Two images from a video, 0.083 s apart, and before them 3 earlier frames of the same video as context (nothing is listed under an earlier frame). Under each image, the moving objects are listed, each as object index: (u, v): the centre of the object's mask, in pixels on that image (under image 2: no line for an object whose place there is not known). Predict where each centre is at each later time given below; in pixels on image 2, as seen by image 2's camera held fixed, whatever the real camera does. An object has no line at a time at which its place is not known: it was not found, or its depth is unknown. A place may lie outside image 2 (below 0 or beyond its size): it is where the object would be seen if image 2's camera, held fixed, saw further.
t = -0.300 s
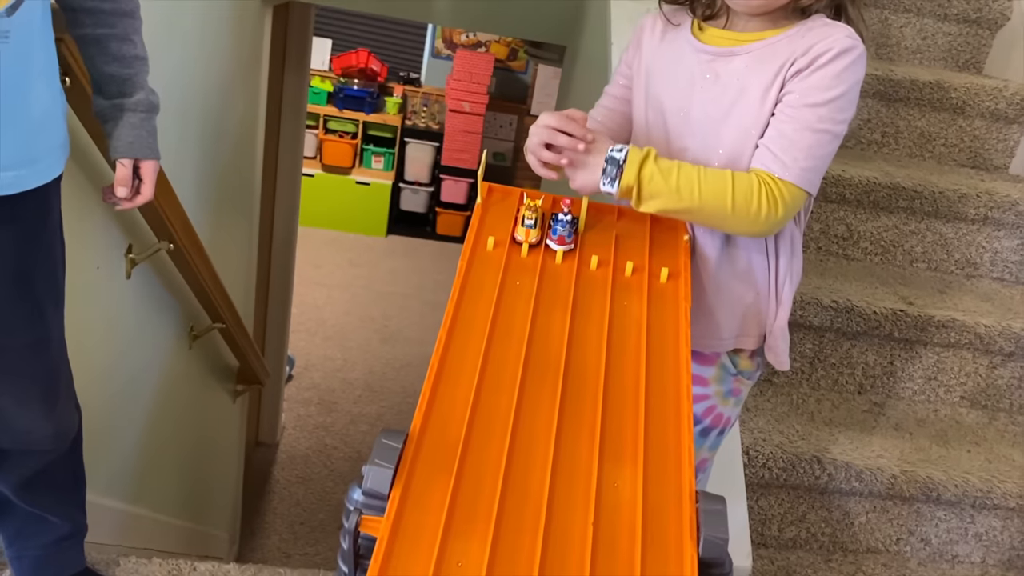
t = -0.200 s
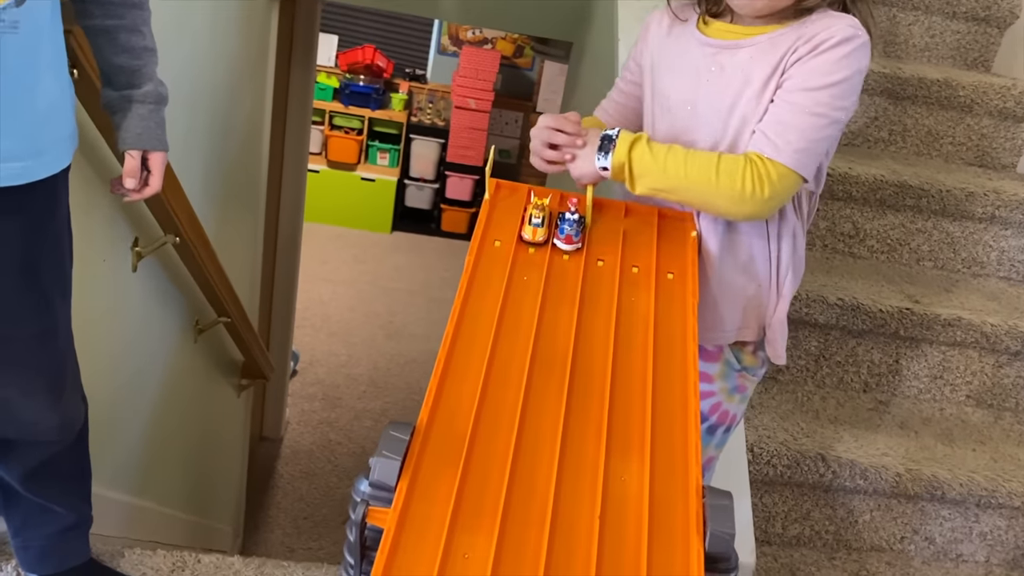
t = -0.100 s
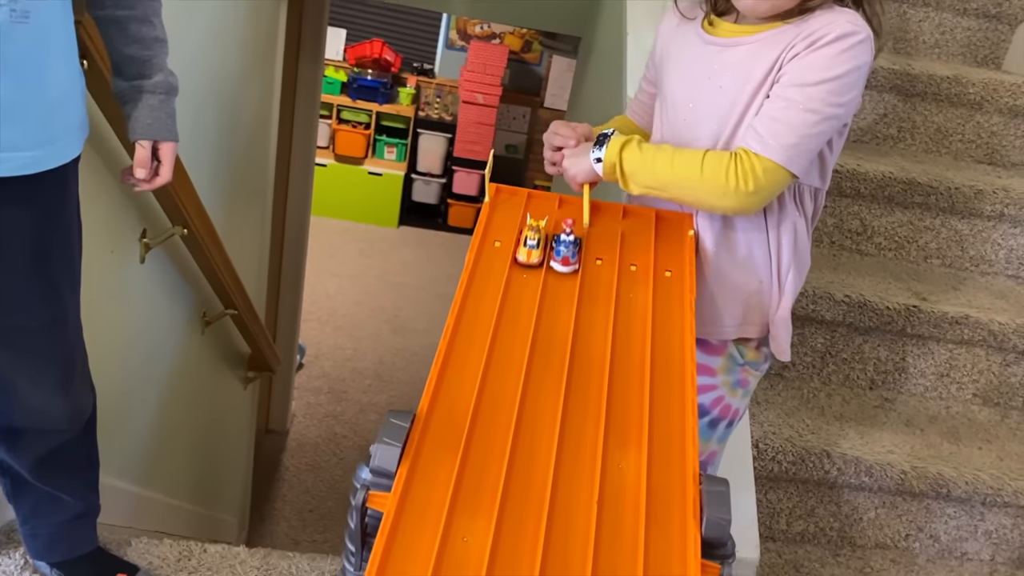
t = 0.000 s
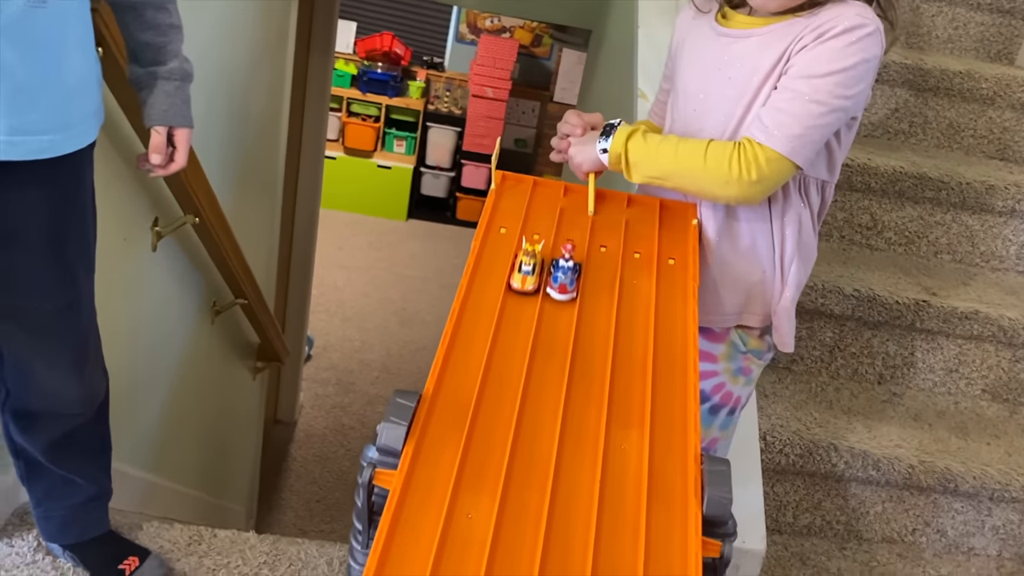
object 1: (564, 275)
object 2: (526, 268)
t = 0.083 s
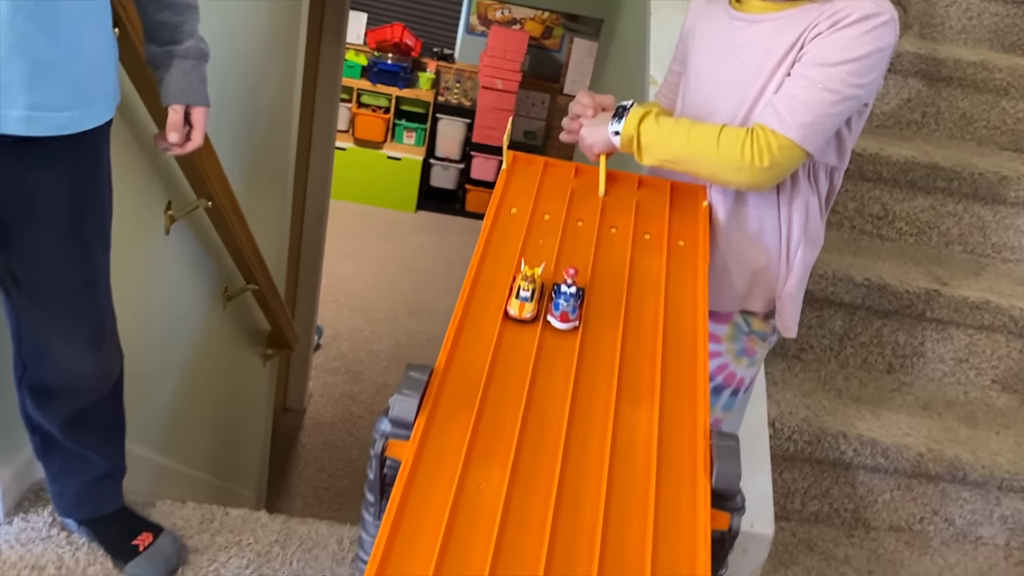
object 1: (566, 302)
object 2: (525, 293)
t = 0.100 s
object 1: (564, 314)
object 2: (523, 305)
